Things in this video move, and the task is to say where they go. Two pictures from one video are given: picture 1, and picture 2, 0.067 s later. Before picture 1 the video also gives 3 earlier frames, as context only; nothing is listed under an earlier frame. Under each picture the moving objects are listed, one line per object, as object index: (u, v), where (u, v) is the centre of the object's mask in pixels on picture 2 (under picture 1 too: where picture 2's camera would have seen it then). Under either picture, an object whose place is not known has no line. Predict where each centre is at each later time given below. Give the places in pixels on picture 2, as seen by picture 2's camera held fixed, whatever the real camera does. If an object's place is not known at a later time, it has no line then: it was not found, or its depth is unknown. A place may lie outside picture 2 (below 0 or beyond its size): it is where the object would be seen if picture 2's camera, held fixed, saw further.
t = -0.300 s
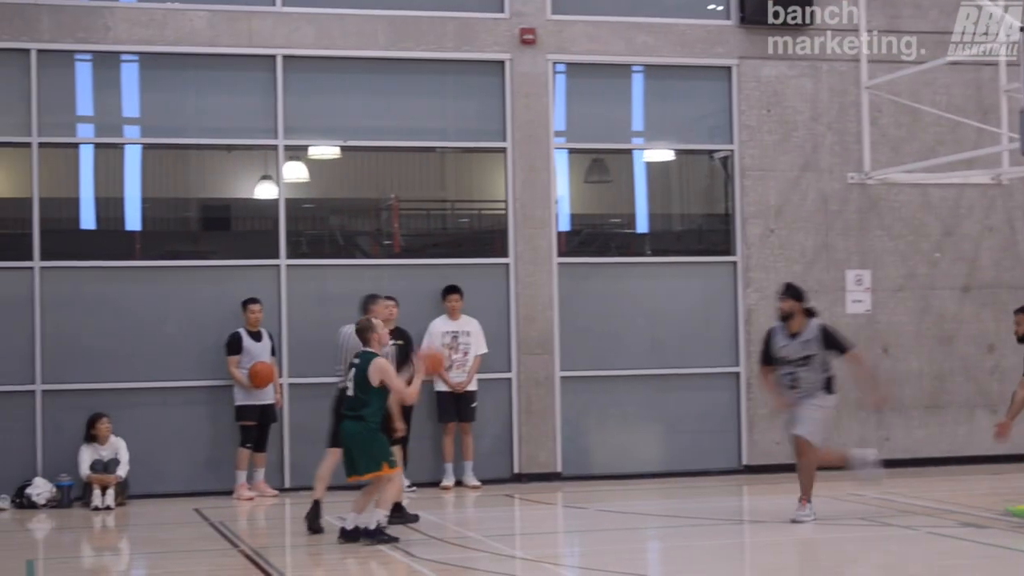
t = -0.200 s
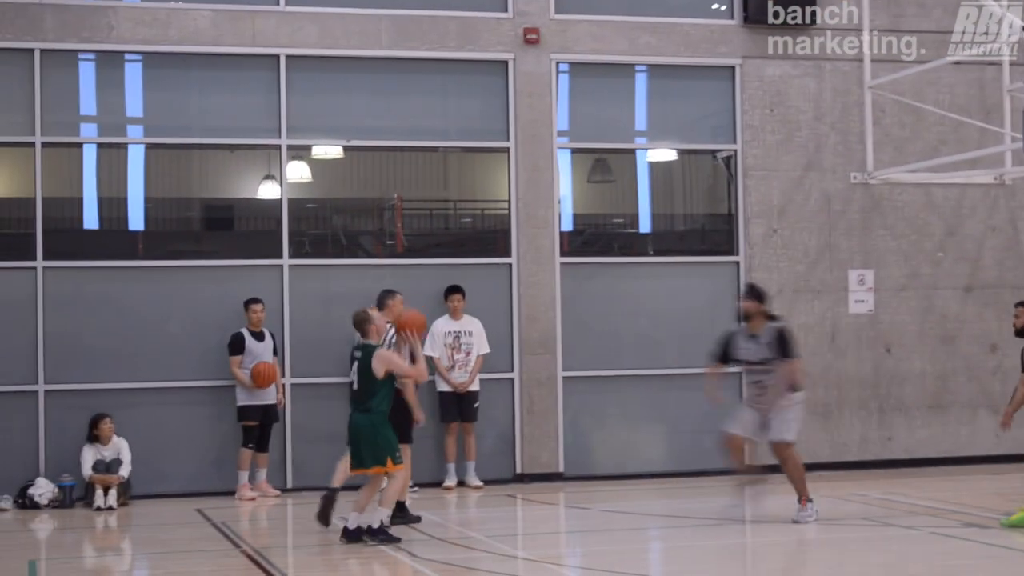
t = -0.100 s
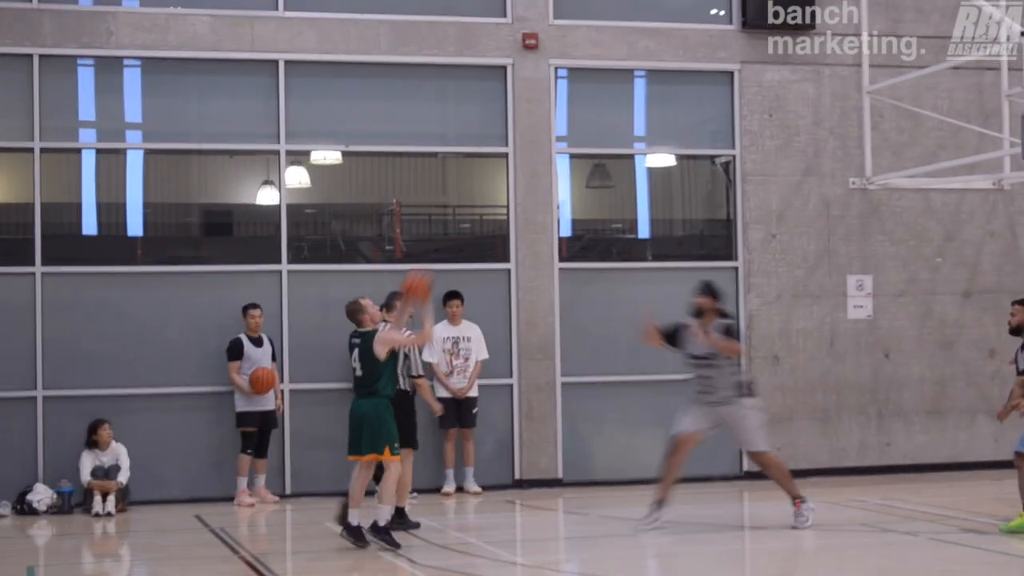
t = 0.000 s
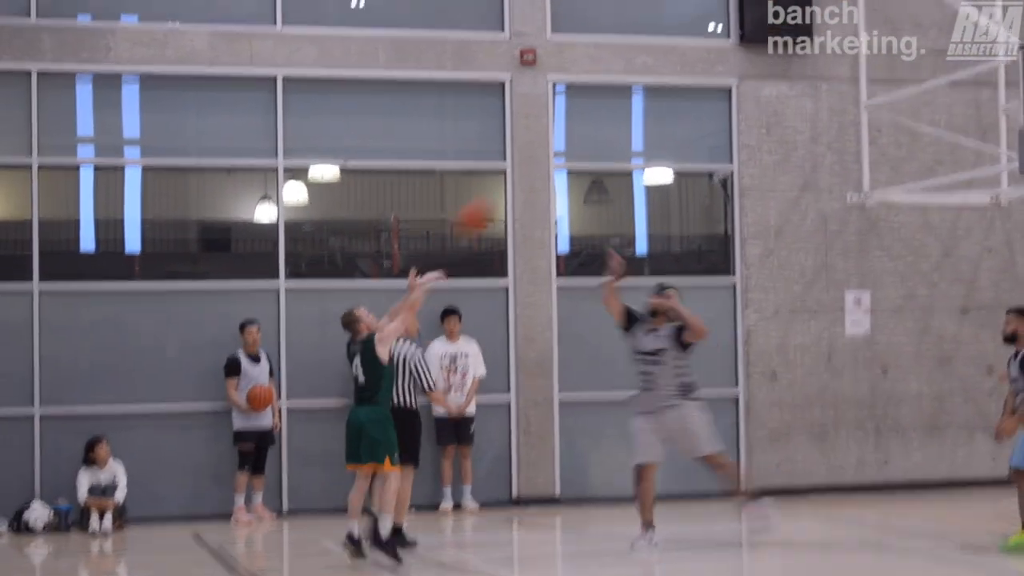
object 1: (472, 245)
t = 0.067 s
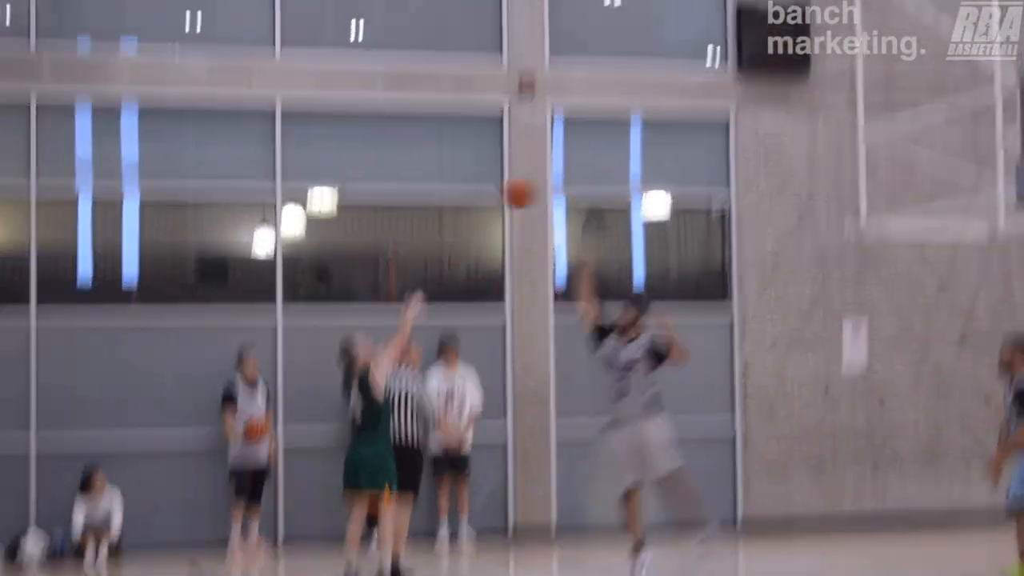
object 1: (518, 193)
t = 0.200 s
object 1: (610, 106)
